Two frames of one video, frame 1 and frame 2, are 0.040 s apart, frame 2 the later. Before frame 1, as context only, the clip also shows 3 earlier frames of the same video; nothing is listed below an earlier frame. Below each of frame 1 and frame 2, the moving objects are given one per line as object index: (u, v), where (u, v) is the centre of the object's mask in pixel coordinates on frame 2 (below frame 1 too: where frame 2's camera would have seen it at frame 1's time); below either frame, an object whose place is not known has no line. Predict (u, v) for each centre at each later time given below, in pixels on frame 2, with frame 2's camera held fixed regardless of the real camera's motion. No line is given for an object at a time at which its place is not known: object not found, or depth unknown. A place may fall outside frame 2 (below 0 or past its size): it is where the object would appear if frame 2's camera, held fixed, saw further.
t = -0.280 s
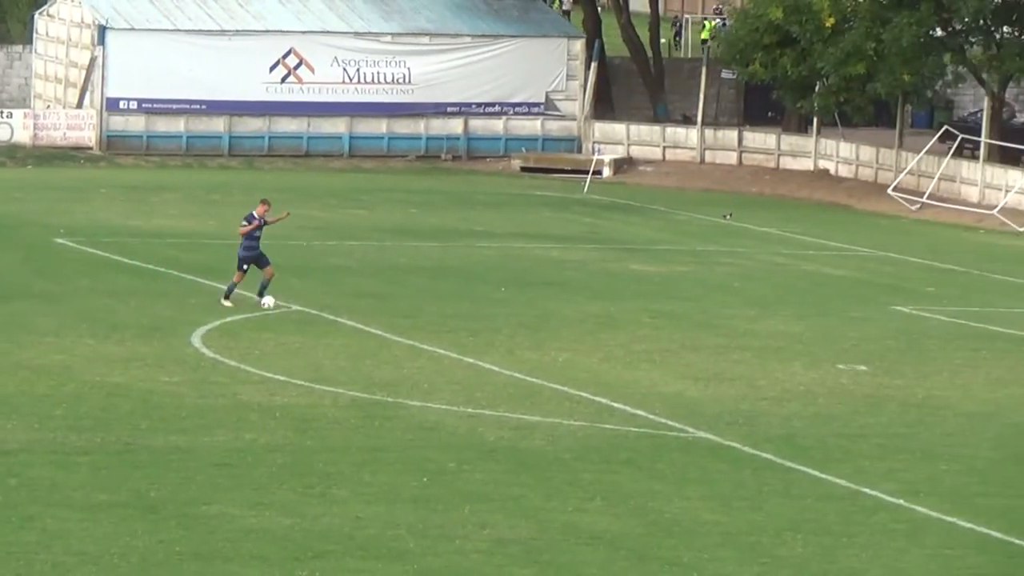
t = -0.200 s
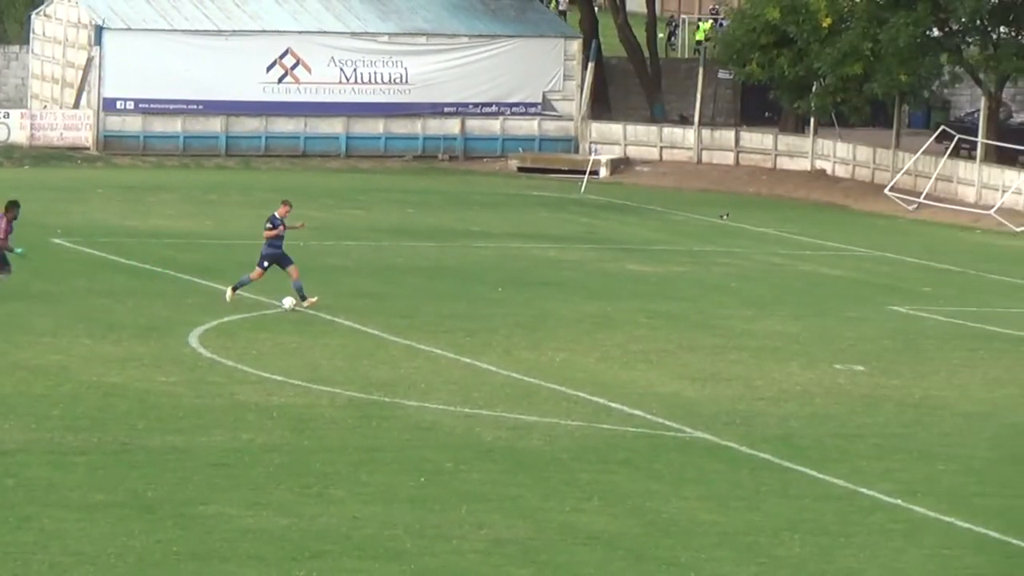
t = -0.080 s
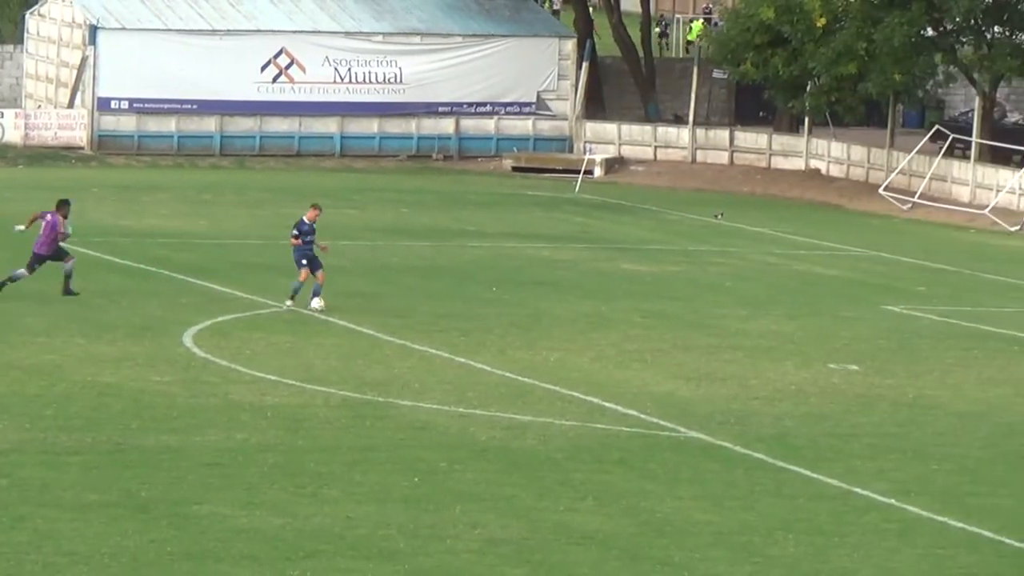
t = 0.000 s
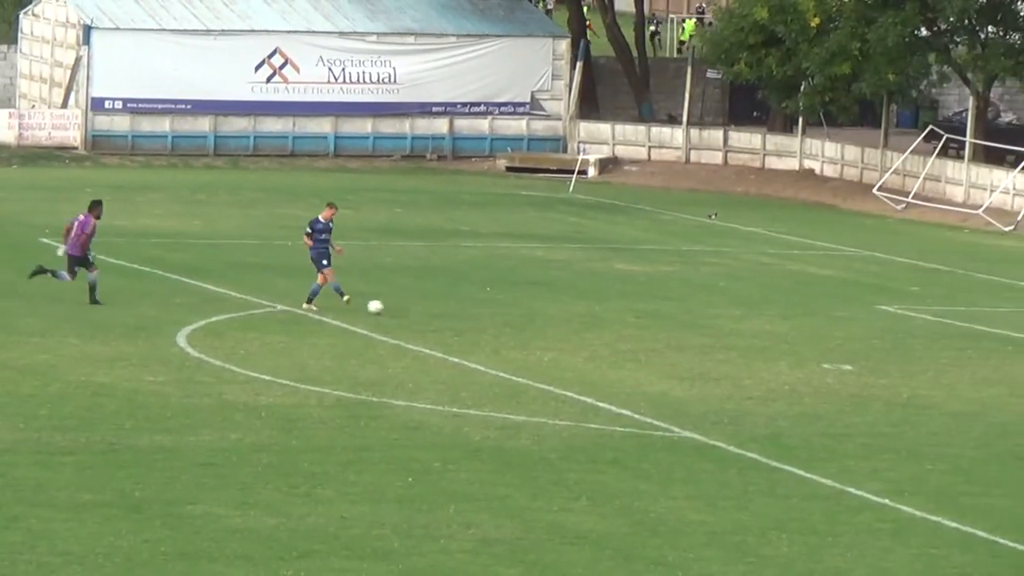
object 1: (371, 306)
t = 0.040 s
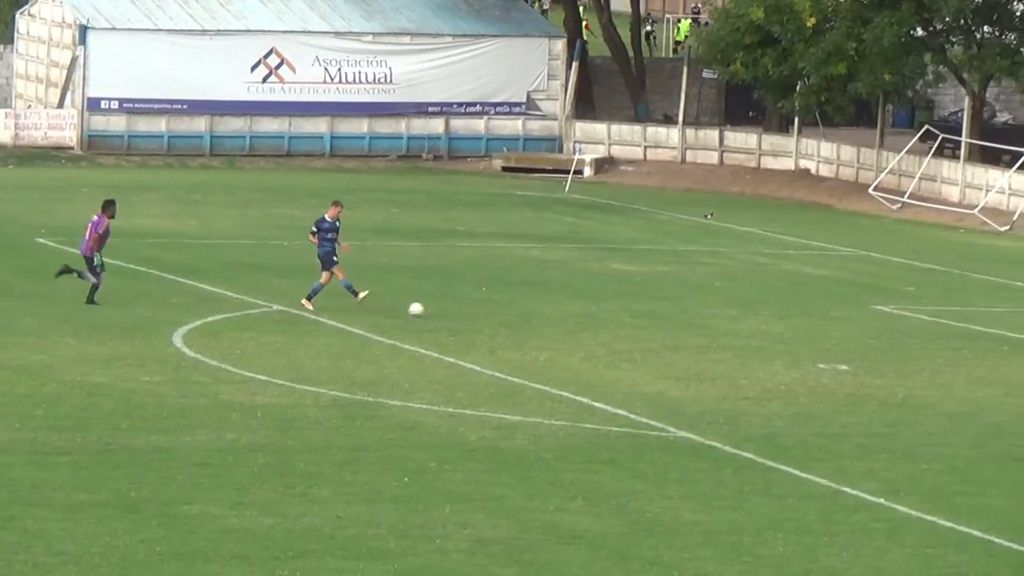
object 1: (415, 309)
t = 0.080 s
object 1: (459, 312)
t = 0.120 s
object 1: (502, 314)
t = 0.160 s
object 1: (543, 315)
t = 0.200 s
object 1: (584, 317)
